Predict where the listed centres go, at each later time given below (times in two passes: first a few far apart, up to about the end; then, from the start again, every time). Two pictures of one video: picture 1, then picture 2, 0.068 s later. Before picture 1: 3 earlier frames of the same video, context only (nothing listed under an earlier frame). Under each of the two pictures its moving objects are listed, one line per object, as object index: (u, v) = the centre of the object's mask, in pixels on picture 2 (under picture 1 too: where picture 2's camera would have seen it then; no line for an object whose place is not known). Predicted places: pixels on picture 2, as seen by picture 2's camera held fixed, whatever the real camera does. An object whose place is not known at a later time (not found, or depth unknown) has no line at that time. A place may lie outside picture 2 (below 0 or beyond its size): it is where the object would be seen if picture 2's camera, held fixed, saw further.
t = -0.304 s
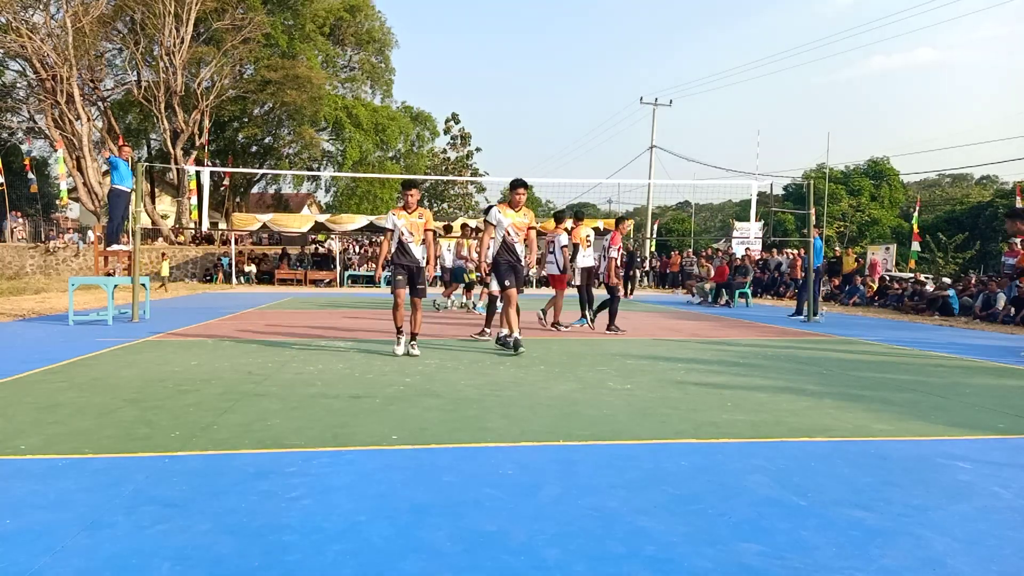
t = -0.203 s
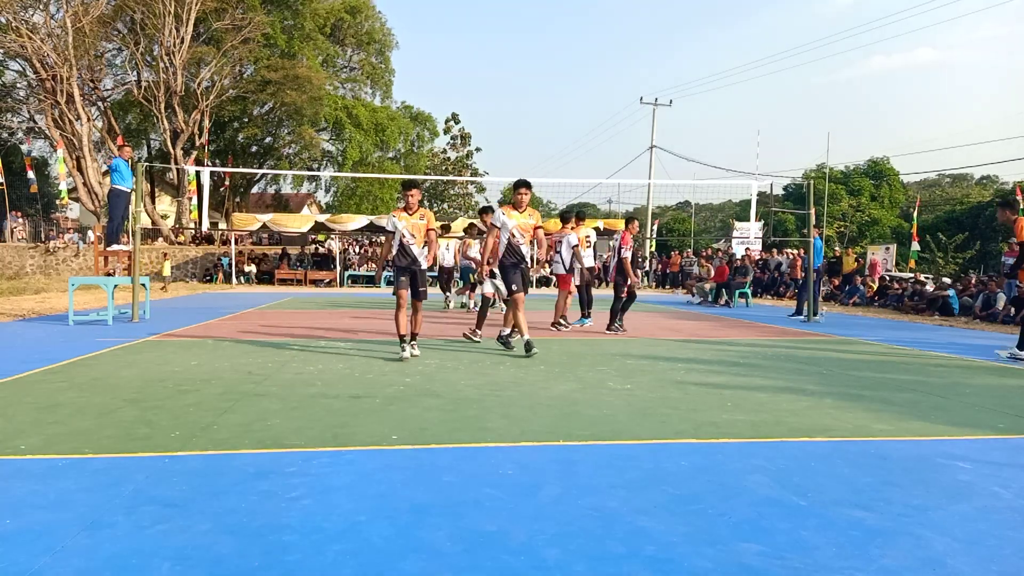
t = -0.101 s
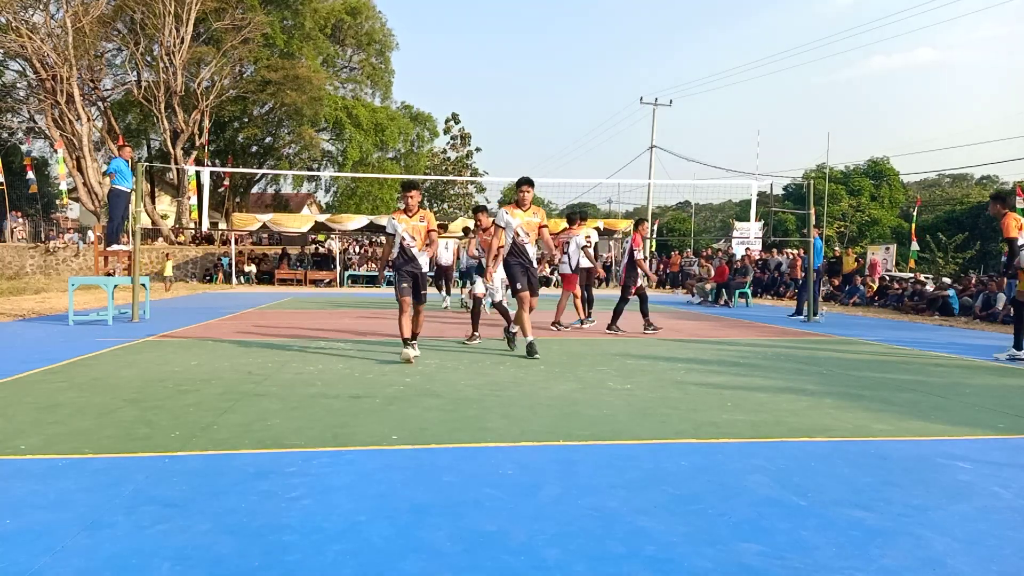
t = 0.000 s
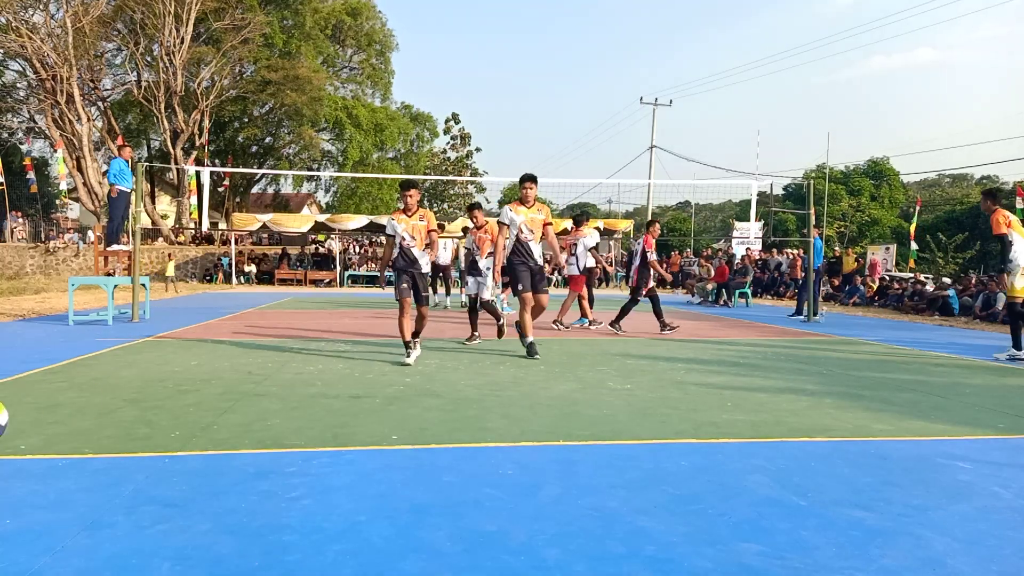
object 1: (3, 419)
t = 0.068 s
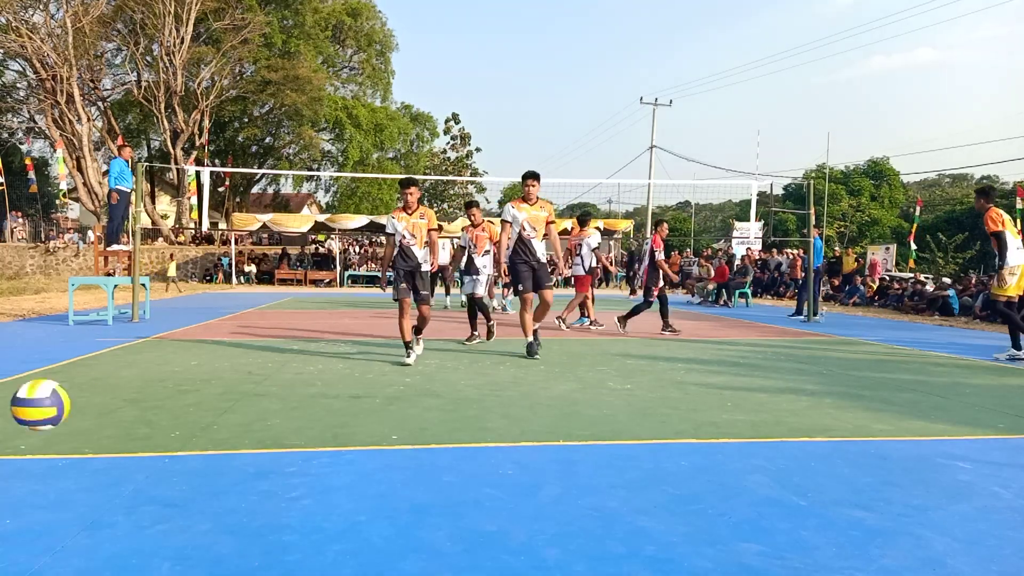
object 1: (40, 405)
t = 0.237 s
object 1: (188, 413)
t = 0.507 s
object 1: (387, 403)
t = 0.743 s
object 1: (533, 428)
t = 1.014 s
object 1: (678, 399)
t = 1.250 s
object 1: (791, 399)
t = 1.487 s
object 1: (894, 409)
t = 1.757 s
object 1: (999, 407)
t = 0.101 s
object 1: (71, 401)
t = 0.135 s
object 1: (101, 400)
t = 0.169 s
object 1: (131, 402)
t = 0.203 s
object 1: (160, 406)
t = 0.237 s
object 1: (188, 413)
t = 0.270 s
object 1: (215, 422)
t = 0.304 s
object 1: (242, 434)
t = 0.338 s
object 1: (267, 448)
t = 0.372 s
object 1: (293, 443)
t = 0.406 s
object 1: (317, 429)
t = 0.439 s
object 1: (341, 418)
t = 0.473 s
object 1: (365, 409)
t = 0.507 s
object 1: (387, 403)
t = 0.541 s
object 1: (410, 399)
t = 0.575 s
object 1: (432, 398)
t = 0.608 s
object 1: (453, 400)
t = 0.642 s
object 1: (474, 403)
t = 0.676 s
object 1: (494, 409)
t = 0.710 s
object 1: (514, 418)
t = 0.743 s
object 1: (533, 428)
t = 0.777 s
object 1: (552, 429)
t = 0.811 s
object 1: (571, 418)
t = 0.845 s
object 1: (589, 410)
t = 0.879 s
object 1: (608, 403)
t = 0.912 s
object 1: (626, 399)
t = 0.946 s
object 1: (643, 397)
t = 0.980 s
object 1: (661, 397)
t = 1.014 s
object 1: (678, 399)
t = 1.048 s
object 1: (694, 404)
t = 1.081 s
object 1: (710, 410)
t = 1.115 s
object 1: (727, 419)
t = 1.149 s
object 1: (743, 418)
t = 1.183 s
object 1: (758, 409)
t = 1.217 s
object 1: (775, 403)
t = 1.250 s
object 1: (791, 399)
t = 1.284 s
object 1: (806, 396)
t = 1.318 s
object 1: (821, 396)
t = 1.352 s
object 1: (836, 398)
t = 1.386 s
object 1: (851, 402)
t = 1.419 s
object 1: (865, 407)
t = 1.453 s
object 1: (880, 415)
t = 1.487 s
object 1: (894, 409)
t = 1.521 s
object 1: (908, 402)
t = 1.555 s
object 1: (922, 397)
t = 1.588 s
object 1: (935, 394)
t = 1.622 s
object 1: (948, 393)
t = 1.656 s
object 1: (962, 393)
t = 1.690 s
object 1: (974, 396)
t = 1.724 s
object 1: (987, 401)
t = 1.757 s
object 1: (999, 407)
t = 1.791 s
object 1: (1009, 406)
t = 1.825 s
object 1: (1015, 399)
